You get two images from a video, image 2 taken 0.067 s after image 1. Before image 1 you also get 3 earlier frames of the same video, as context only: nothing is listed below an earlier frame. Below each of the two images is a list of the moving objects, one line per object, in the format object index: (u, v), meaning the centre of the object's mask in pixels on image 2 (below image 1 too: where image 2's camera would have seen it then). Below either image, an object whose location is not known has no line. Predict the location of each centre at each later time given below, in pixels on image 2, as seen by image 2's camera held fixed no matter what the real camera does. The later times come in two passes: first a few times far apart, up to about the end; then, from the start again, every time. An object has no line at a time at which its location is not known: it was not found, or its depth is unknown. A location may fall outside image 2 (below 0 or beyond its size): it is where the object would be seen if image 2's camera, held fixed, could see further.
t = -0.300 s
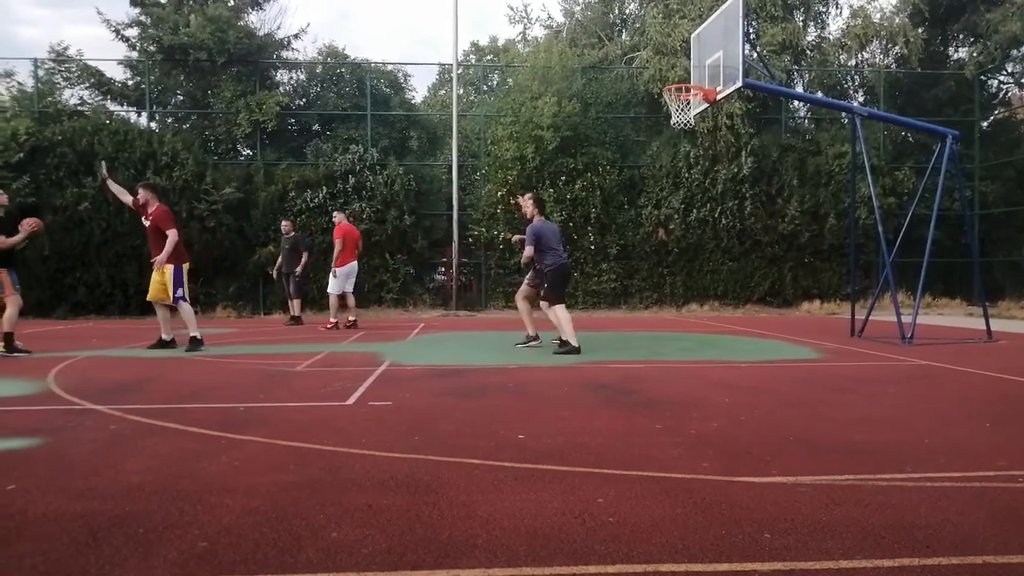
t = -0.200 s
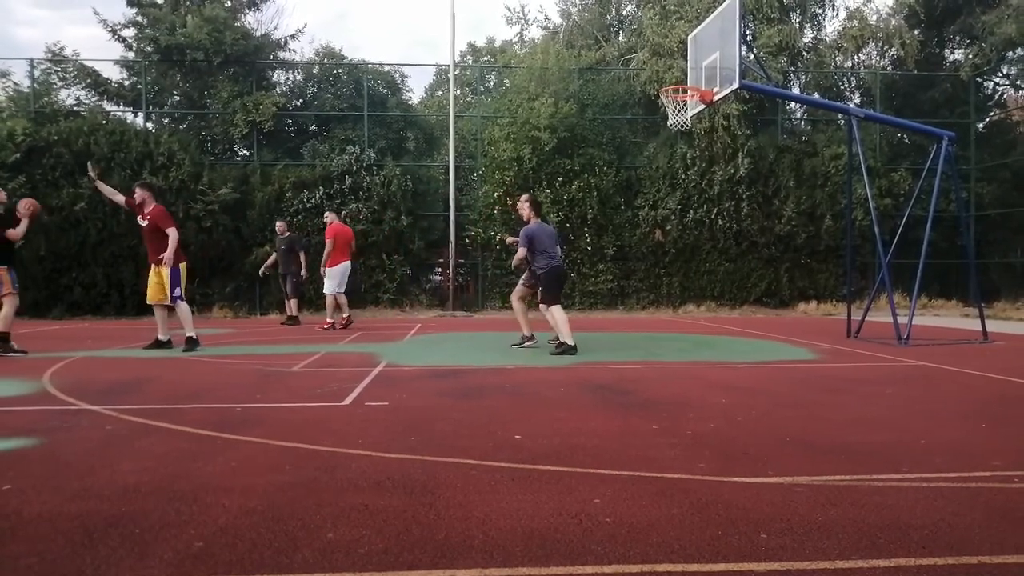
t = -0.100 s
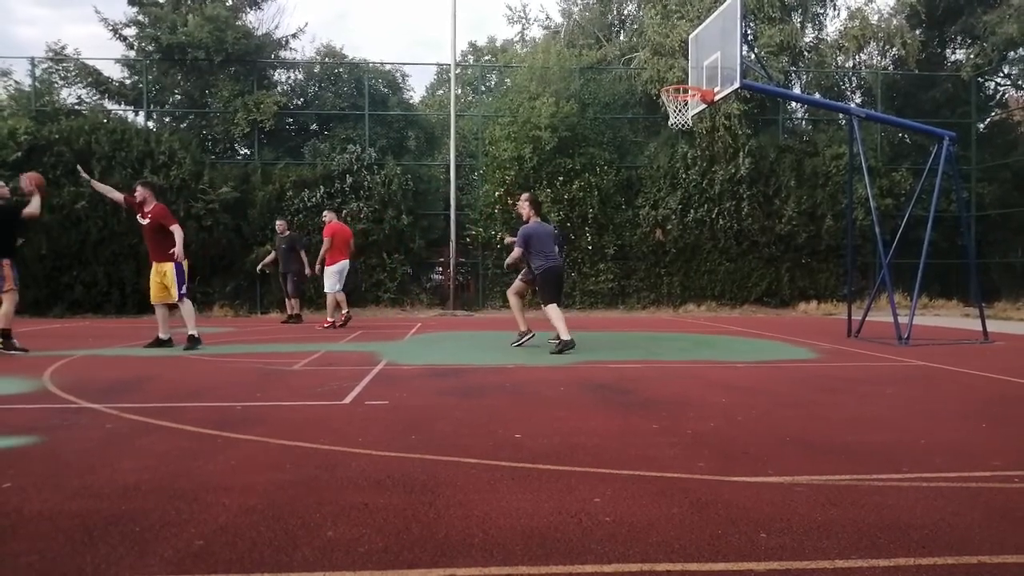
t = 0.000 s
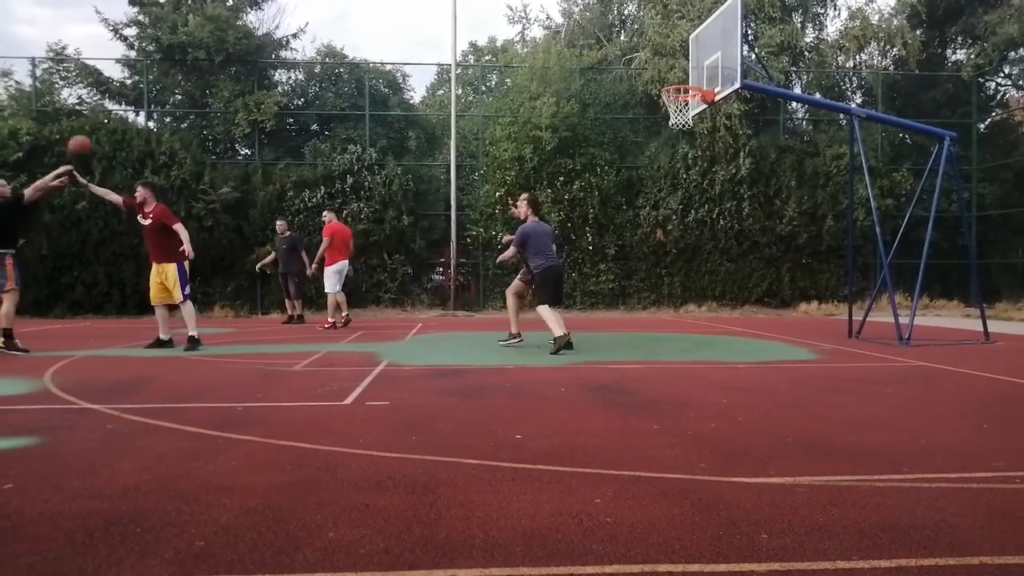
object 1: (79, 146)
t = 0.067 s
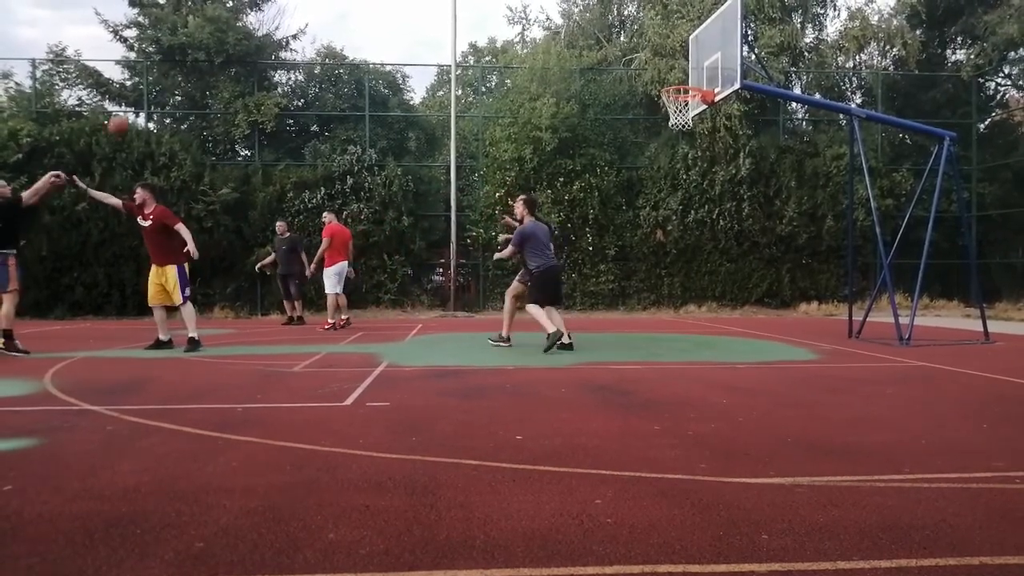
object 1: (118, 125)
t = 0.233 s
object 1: (210, 92)
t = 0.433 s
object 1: (311, 83)
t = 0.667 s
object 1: (415, 112)
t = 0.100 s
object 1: (138, 117)
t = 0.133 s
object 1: (157, 109)
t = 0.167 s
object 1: (175, 103)
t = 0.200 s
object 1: (193, 96)
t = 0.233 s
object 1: (210, 92)
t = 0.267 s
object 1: (229, 89)
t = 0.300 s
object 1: (246, 86)
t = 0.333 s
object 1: (262, 85)
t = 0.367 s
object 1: (278, 84)
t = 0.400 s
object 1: (295, 82)
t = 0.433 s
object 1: (311, 83)
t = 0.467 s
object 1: (327, 86)
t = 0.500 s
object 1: (341, 88)
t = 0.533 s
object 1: (357, 92)
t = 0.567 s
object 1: (373, 95)
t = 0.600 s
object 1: (387, 101)
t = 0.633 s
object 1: (400, 107)
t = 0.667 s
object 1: (415, 112)
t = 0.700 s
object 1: (428, 119)
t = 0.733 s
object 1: (442, 126)
